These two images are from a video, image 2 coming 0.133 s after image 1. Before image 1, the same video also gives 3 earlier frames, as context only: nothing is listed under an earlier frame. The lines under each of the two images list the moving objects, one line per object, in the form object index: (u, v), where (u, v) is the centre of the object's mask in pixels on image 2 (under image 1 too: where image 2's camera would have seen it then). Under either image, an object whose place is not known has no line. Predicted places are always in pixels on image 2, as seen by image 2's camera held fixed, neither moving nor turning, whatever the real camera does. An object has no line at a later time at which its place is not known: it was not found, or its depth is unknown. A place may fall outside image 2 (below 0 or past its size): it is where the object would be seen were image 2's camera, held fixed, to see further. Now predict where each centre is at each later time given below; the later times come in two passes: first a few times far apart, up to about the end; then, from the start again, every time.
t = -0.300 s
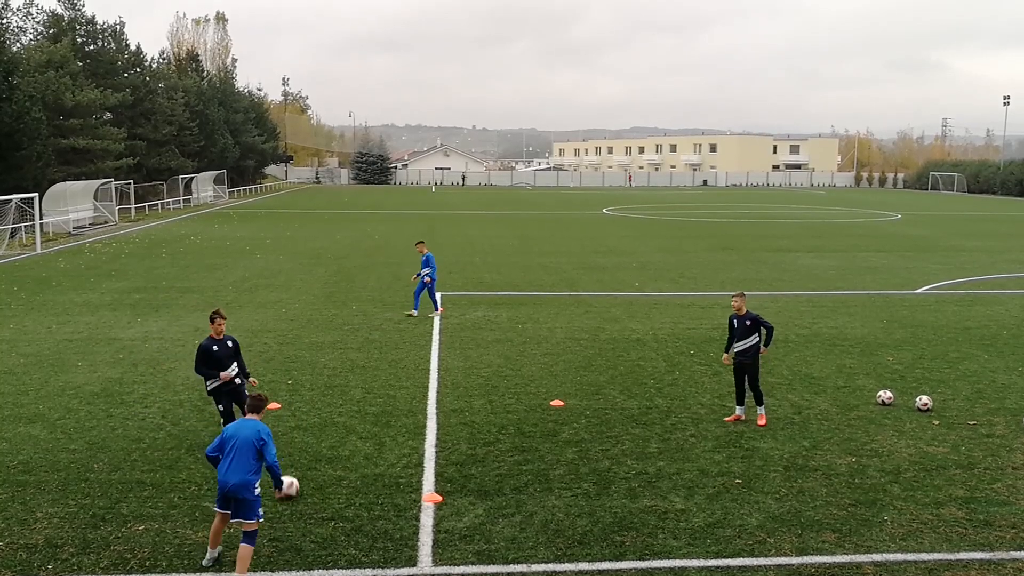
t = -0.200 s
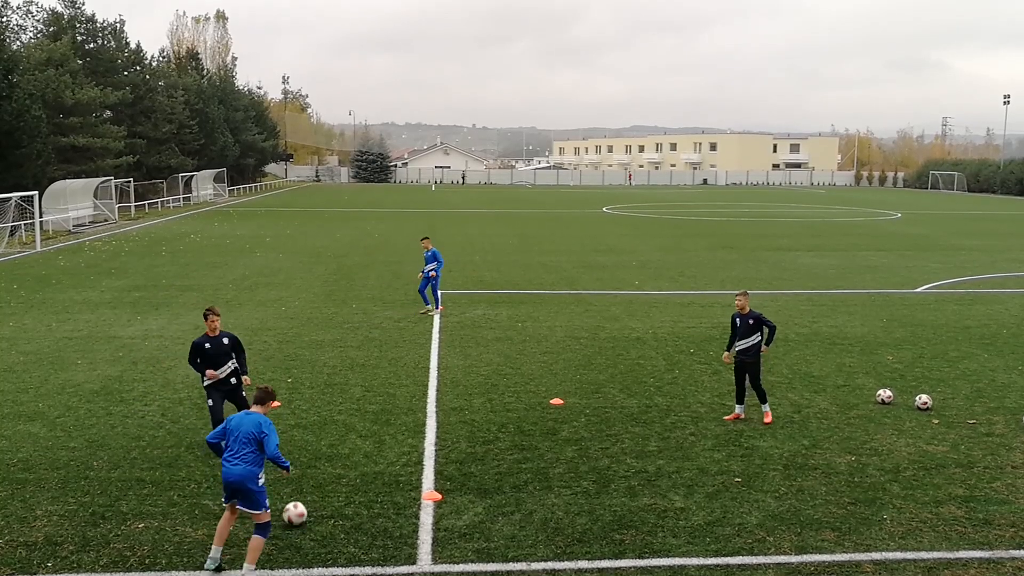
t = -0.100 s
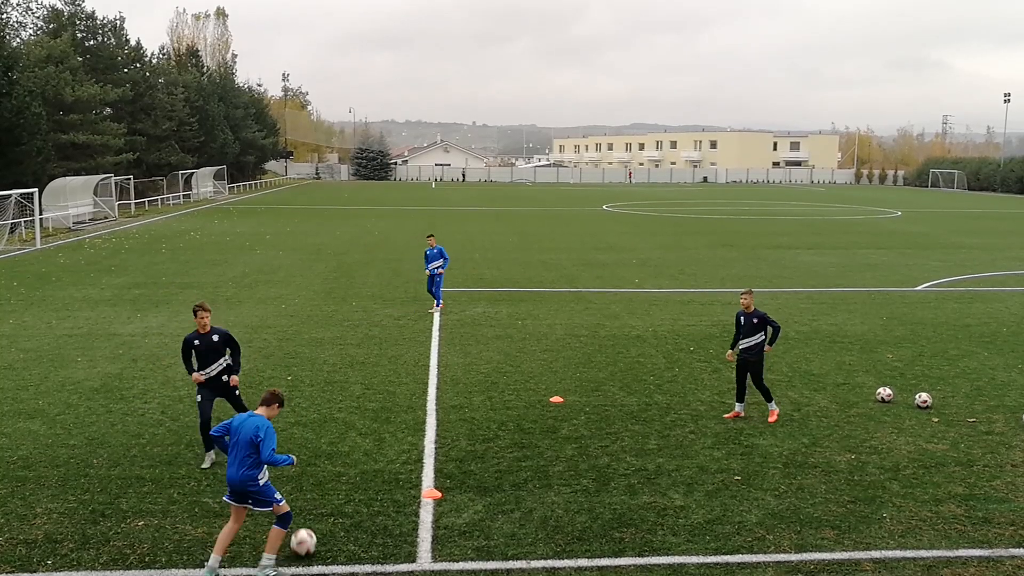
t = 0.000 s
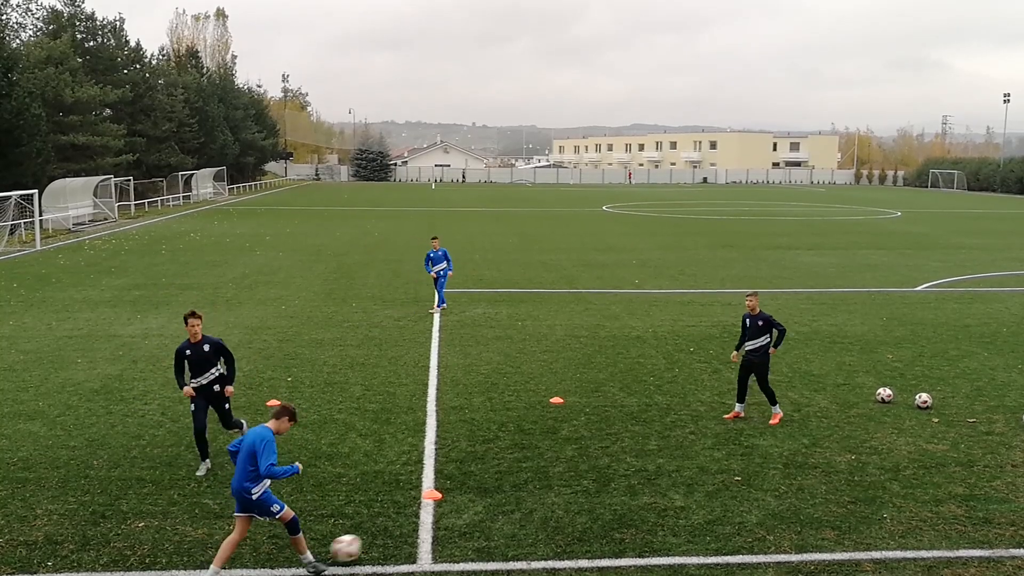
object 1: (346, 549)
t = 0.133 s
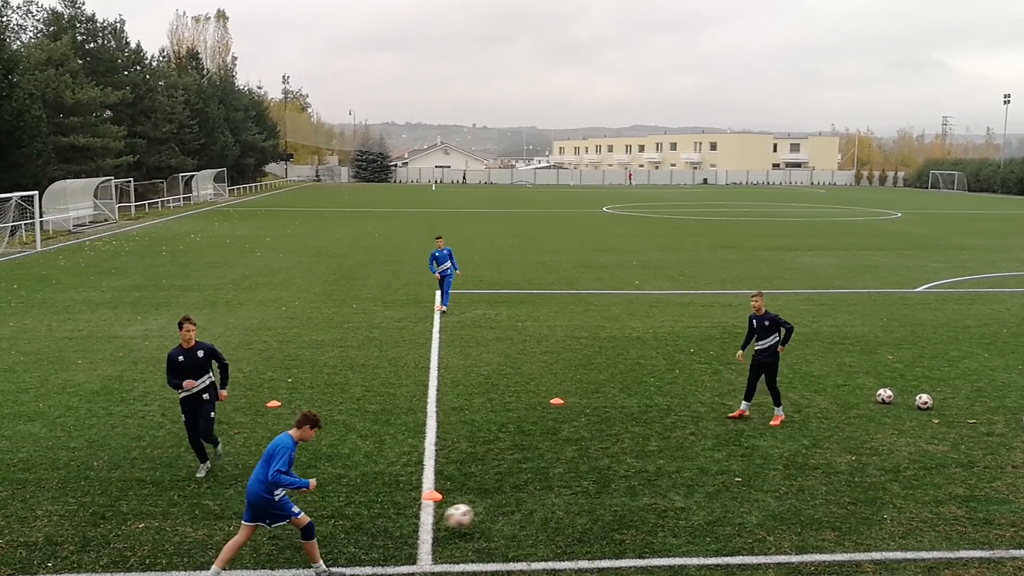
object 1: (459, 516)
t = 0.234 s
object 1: (533, 506)
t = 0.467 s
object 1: (664, 468)
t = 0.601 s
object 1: (723, 454)
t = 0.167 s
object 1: (484, 511)
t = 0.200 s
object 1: (509, 509)
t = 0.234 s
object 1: (533, 506)
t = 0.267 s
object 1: (554, 498)
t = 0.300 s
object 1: (573, 490)
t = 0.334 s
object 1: (592, 483)
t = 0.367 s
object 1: (611, 478)
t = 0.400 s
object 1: (630, 473)
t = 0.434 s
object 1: (647, 470)
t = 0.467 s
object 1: (664, 468)
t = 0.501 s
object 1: (681, 467)
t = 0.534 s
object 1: (696, 464)
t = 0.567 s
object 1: (709, 459)
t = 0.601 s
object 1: (723, 454)
